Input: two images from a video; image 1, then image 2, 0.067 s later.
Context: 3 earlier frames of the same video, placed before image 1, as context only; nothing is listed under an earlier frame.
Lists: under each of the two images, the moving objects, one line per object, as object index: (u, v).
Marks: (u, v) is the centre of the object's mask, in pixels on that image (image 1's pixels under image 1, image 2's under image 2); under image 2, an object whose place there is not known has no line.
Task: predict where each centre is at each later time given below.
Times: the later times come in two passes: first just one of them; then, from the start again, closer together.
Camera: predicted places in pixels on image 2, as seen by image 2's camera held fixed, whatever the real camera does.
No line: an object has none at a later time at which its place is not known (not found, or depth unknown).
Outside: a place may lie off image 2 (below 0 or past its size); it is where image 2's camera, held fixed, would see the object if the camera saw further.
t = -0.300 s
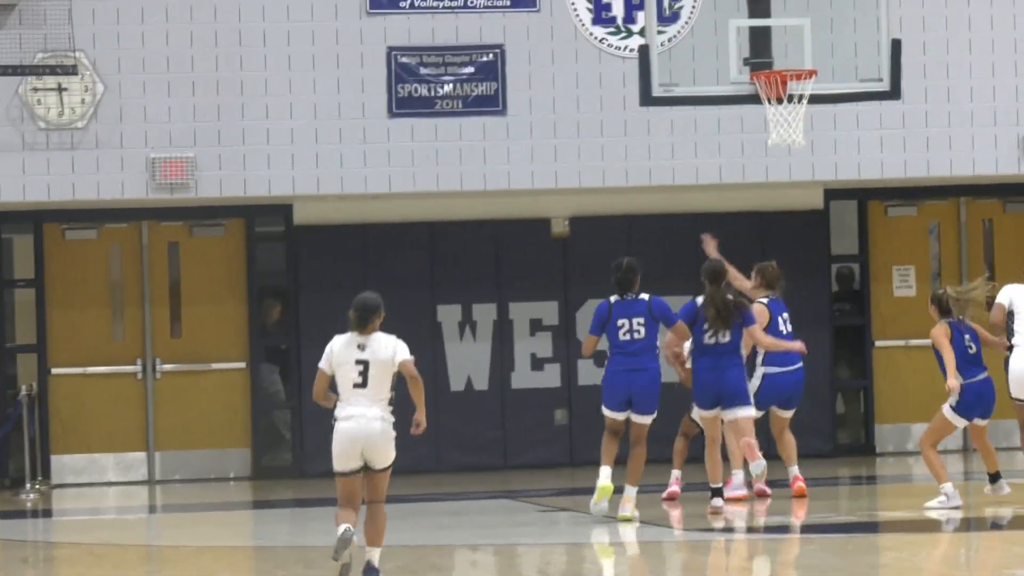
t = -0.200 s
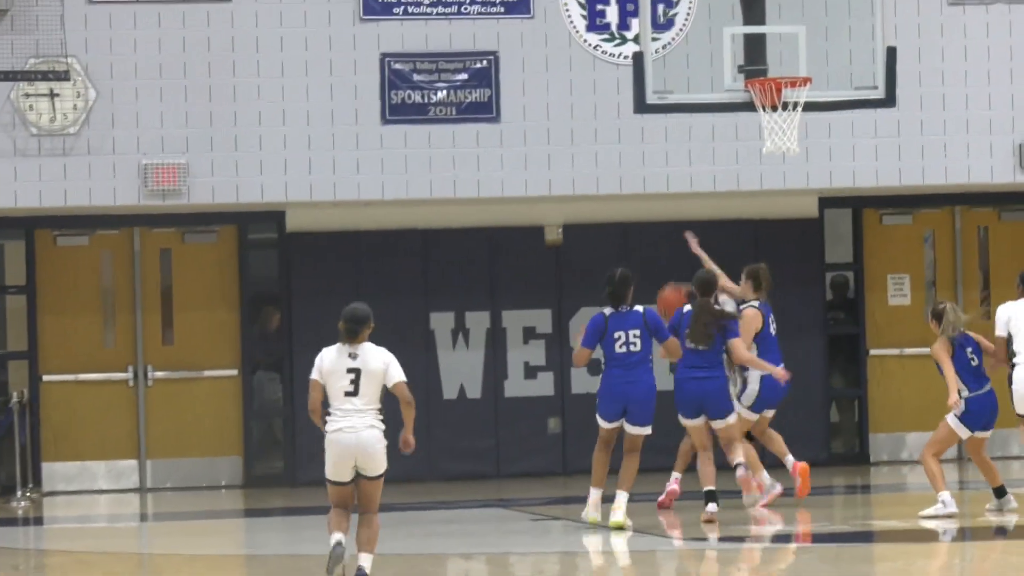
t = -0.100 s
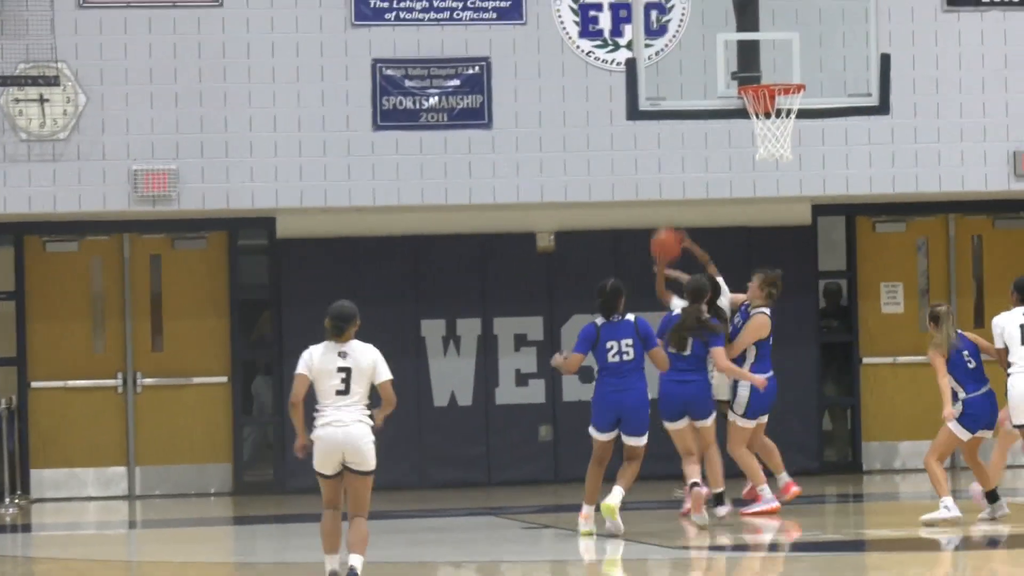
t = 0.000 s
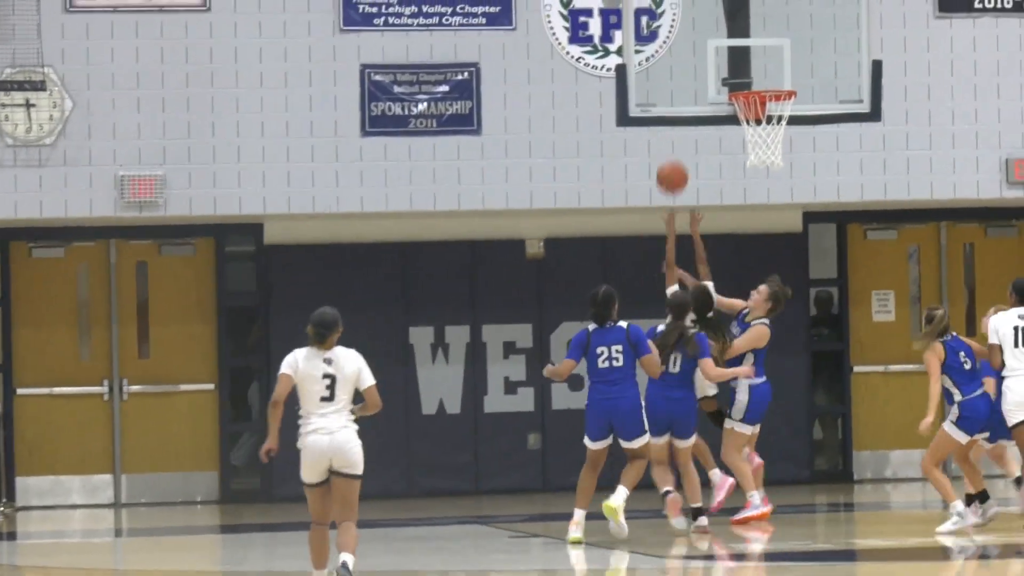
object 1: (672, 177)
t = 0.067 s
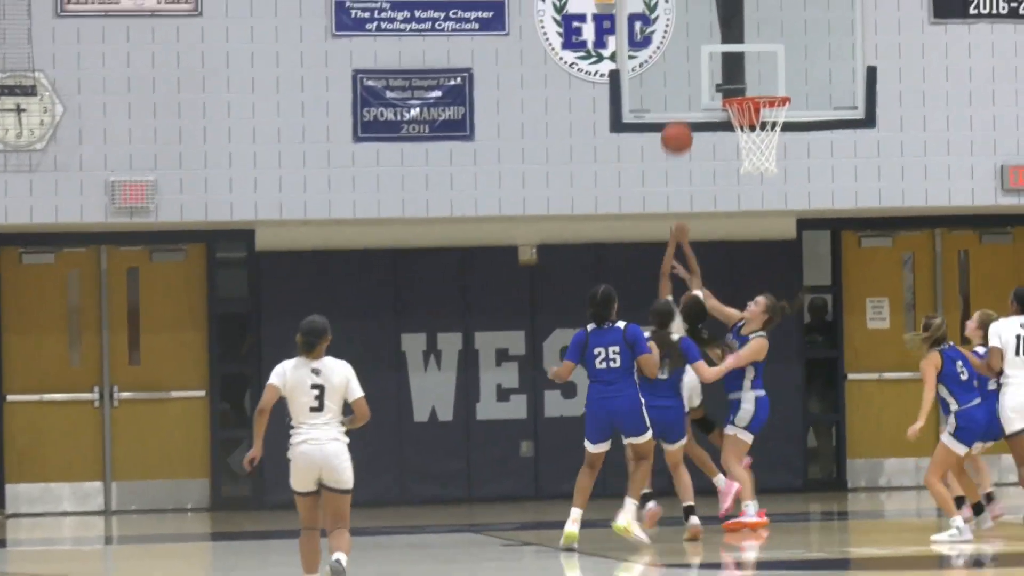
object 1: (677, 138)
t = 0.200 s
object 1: (700, 66)
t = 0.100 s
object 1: (683, 118)
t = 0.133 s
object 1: (688, 99)
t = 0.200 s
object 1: (700, 66)
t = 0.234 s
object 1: (706, 51)
